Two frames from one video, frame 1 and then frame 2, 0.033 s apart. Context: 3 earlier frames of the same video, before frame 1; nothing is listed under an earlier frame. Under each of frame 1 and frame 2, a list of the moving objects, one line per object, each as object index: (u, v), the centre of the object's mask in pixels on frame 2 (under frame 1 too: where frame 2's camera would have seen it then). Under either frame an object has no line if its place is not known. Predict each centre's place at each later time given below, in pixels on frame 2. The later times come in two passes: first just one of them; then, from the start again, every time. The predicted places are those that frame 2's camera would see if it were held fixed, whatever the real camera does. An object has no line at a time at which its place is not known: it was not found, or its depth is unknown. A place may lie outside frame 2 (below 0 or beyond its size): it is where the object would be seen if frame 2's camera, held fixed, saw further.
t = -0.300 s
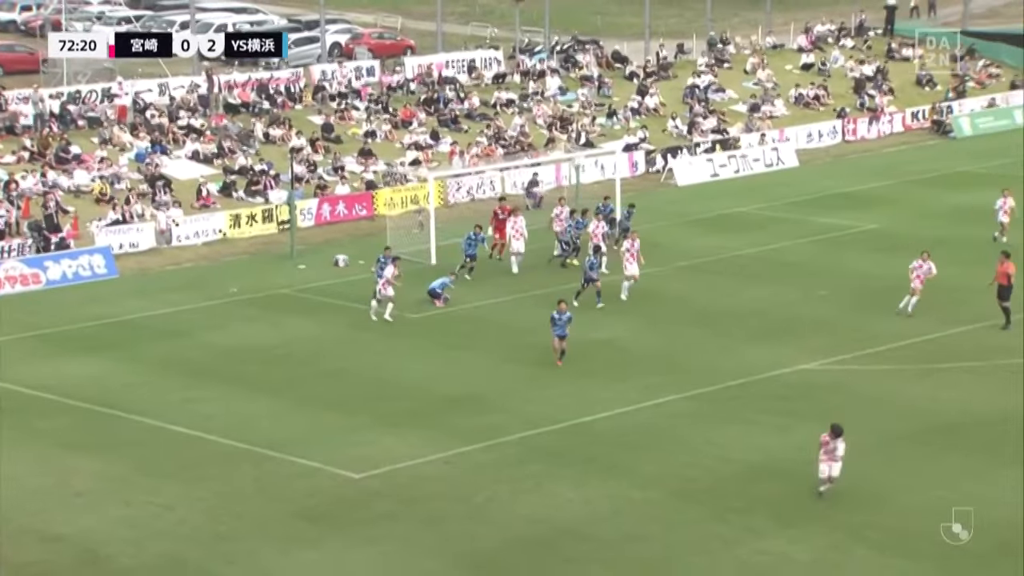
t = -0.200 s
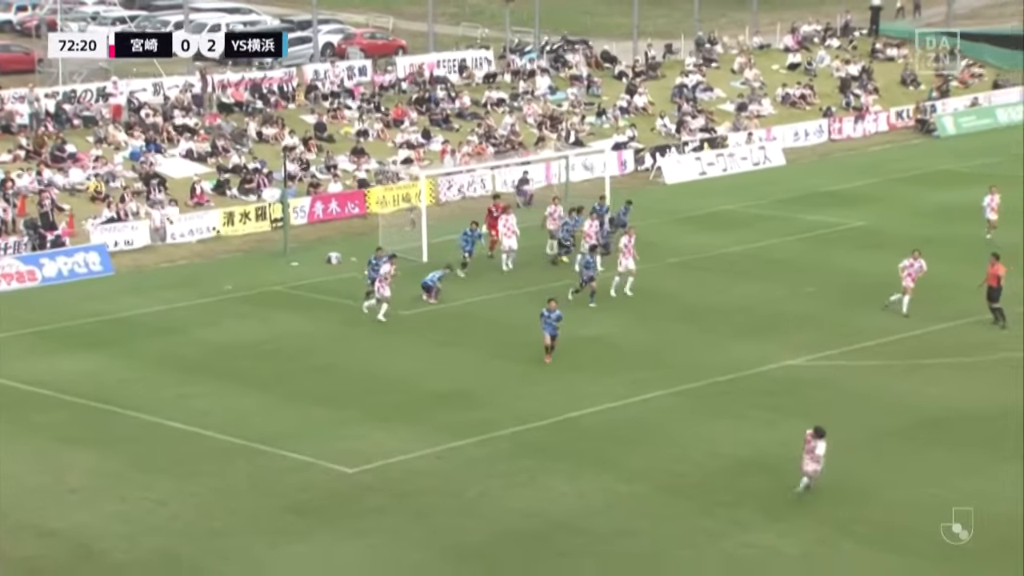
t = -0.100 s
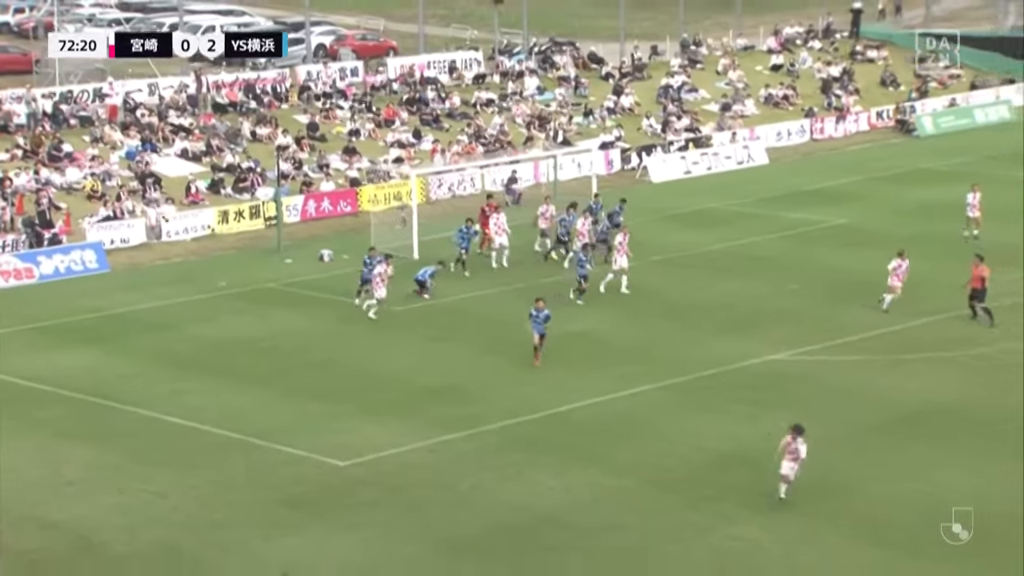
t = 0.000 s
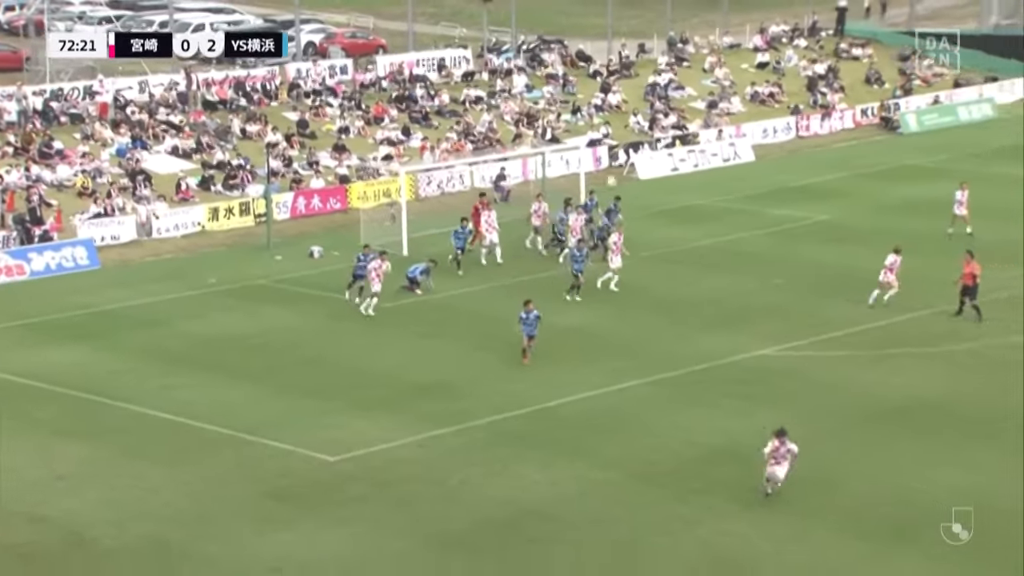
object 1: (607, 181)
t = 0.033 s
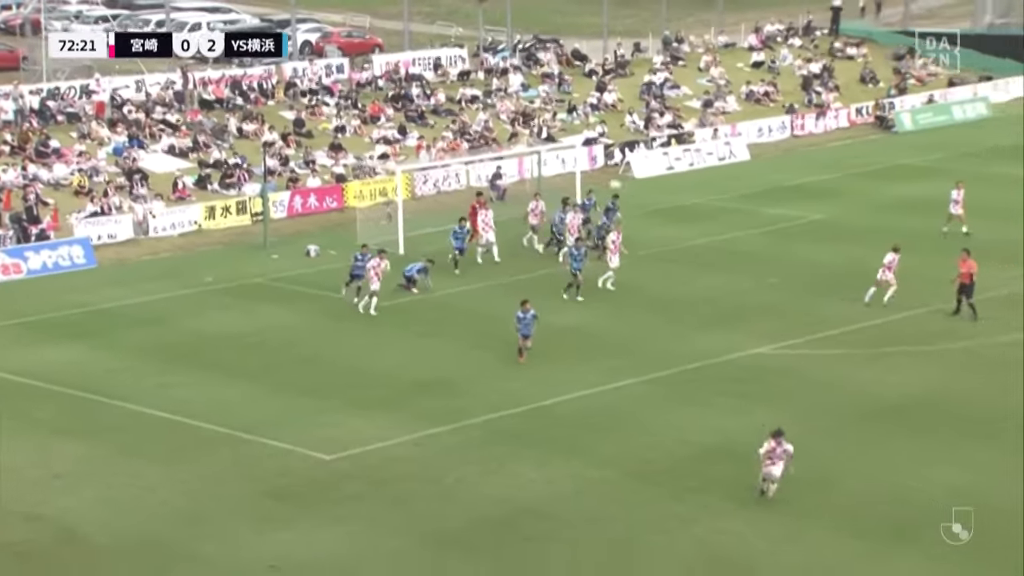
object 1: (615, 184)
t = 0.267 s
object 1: (674, 235)
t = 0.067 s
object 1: (624, 190)
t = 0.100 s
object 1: (634, 196)
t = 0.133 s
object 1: (641, 203)
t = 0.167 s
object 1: (649, 211)
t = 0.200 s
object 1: (657, 219)
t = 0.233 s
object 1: (664, 227)
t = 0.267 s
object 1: (674, 235)
